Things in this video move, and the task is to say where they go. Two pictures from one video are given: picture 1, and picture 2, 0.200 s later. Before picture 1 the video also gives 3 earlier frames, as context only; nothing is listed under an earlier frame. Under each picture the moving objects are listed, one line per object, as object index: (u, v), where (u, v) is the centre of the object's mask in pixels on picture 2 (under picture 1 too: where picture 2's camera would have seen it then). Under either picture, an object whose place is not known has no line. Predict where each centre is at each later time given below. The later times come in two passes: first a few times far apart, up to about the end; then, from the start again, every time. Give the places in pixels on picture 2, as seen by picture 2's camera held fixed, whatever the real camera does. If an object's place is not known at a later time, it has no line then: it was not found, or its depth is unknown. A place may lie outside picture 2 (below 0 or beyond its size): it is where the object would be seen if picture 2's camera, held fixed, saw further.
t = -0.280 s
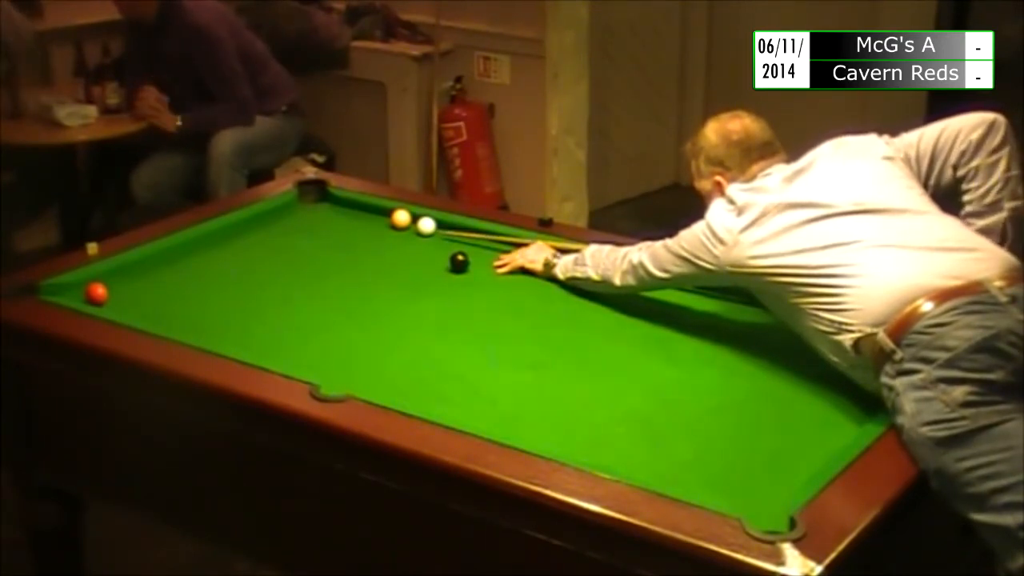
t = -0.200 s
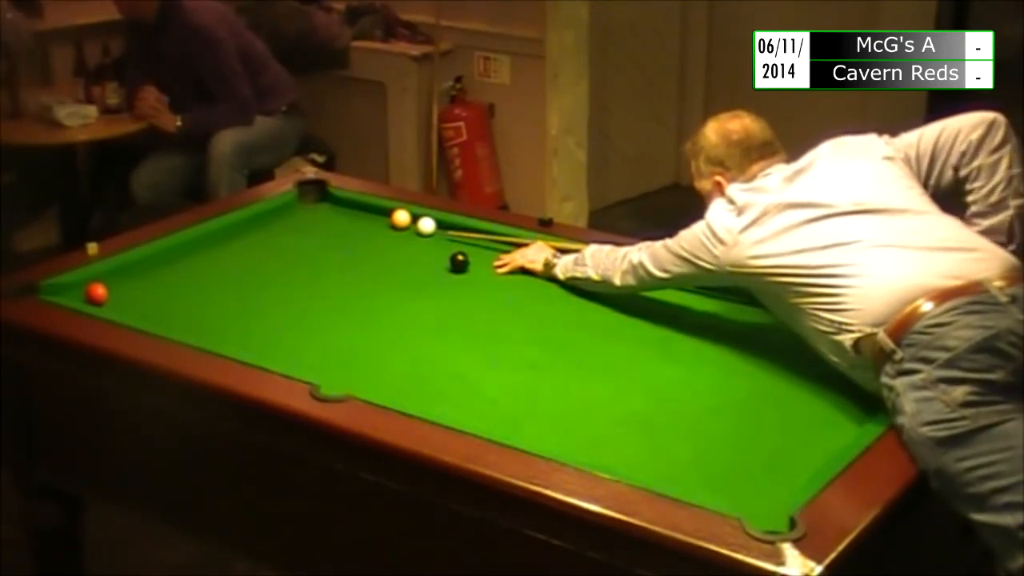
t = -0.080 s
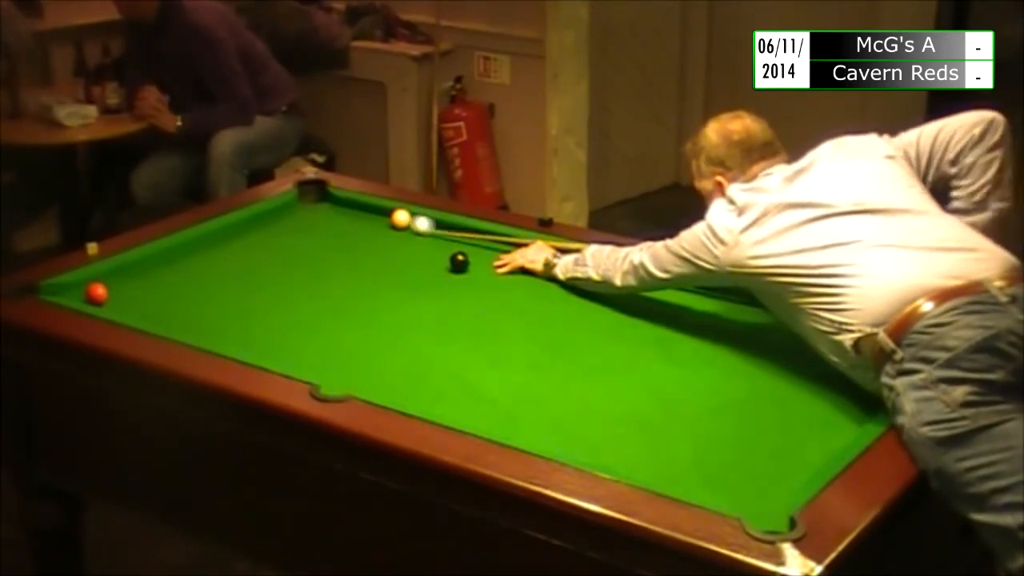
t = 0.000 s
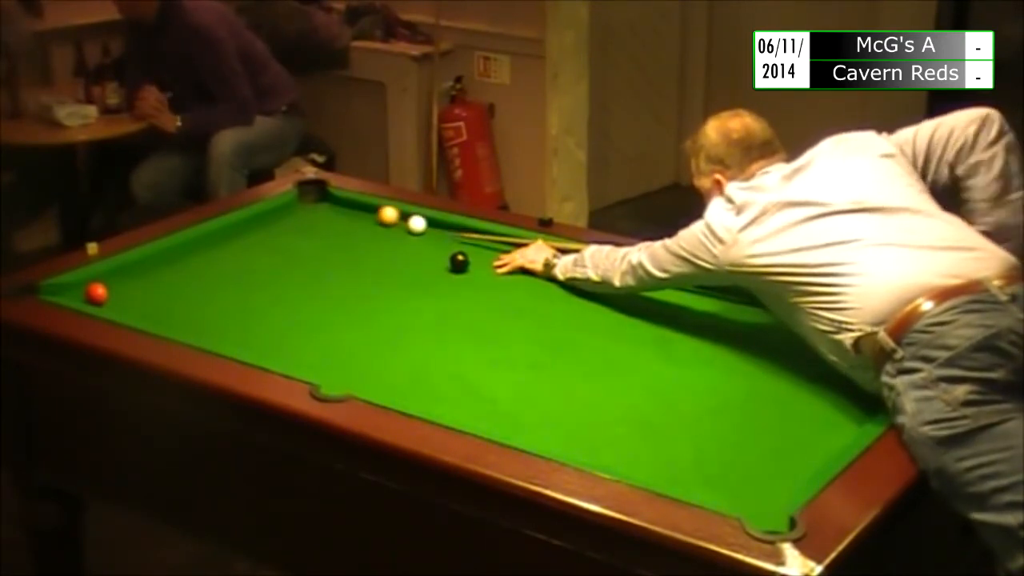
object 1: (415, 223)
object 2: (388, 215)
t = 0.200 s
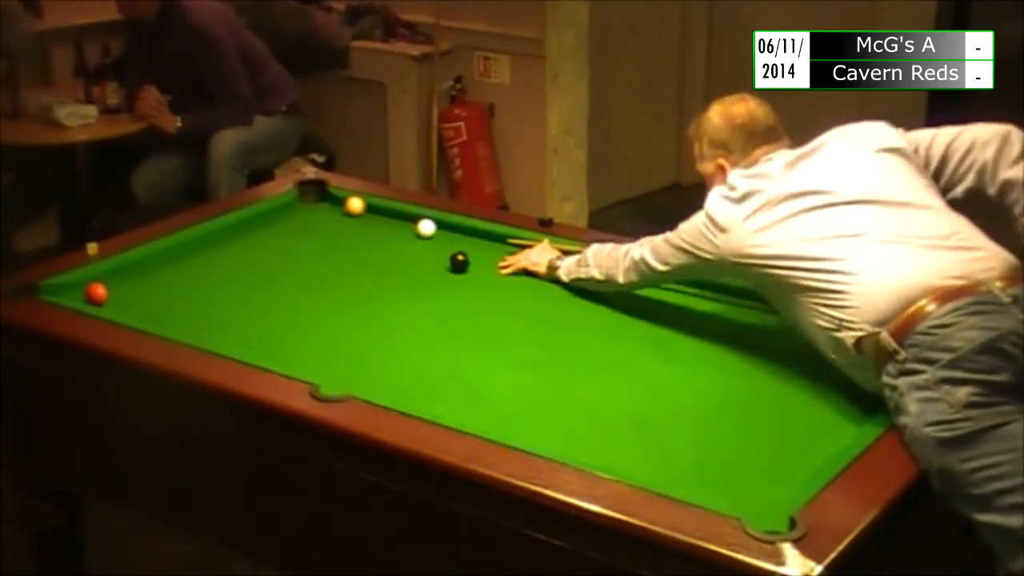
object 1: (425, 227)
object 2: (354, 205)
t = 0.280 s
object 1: (428, 228)
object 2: (341, 203)
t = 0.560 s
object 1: (438, 233)
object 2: (311, 194)
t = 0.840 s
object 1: (447, 236)
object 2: (311, 194)
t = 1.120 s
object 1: (453, 239)
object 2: (306, 195)
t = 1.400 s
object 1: (456, 240)
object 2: (308, 196)
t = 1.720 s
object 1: (455, 240)
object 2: (308, 196)
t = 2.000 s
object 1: (455, 240)
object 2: (308, 196)
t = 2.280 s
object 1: (455, 239)
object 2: (308, 196)
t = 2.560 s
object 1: (455, 239)
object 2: (308, 196)
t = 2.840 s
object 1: (455, 239)
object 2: (308, 196)
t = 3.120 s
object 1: (455, 239)
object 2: (308, 196)
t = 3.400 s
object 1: (455, 239)
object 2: (307, 196)
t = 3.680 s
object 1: (455, 239)
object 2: (308, 196)
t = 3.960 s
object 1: (455, 239)
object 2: (307, 196)
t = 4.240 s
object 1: (455, 239)
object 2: (307, 196)
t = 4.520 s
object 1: (455, 239)
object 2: (307, 196)
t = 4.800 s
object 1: (455, 239)
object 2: (307, 196)
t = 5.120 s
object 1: (455, 239)
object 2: (307, 196)
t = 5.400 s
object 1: (455, 239)
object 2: (307, 196)
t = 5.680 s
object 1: (455, 239)
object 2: (307, 196)
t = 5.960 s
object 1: (455, 239)
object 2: (307, 196)
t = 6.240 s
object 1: (455, 239)
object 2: (307, 196)
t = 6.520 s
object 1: (455, 239)
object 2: (307, 196)
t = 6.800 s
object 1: (455, 239)
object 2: (307, 196)
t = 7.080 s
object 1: (455, 239)
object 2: (307, 196)
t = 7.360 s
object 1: (455, 239)
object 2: (307, 196)
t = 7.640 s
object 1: (455, 239)
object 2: (307, 196)
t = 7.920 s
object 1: (455, 239)
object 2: (307, 196)
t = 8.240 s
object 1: (455, 239)
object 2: (307, 196)
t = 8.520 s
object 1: (455, 239)
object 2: (307, 196)
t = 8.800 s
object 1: (455, 239)
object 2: (307, 196)
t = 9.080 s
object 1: (455, 239)
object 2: (307, 196)
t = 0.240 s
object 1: (427, 228)
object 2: (348, 204)
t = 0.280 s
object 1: (428, 228)
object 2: (341, 203)
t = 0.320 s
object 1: (430, 229)
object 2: (334, 201)
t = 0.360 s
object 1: (432, 230)
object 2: (328, 200)
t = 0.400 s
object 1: (434, 231)
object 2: (321, 199)
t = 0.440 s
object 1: (435, 231)
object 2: (314, 197)
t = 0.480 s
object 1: (436, 232)
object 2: (308, 196)
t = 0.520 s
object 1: (437, 232)
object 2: (307, 195)
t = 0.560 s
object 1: (438, 233)
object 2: (311, 194)
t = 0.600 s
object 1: (440, 234)
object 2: (316, 194)
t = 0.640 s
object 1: (441, 234)
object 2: (319, 193)
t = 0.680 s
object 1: (443, 235)
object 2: (317, 193)
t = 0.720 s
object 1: (444, 235)
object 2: (316, 193)
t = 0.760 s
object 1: (445, 235)
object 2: (314, 194)
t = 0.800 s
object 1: (445, 235)
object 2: (312, 194)
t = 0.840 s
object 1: (447, 236)
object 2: (311, 194)
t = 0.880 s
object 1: (447, 236)
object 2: (310, 194)
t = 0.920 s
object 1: (449, 237)
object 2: (308, 195)
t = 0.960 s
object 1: (449, 237)
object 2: (307, 195)
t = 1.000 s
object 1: (450, 238)
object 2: (306, 195)
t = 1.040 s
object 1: (451, 237)
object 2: (306, 195)
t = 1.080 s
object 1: (452, 238)
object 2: (306, 195)
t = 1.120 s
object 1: (453, 239)
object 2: (306, 195)
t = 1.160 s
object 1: (453, 239)
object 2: (307, 195)
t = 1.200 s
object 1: (454, 239)
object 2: (307, 195)
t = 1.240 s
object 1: (454, 240)
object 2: (307, 196)
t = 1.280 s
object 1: (455, 240)
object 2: (307, 196)
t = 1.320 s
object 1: (455, 240)
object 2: (307, 196)
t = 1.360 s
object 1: (455, 240)
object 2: (308, 196)
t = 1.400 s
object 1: (456, 240)
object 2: (308, 196)
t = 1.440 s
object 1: (456, 241)
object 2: (308, 196)
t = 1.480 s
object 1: (456, 241)
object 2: (308, 196)
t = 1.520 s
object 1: (456, 241)
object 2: (308, 196)
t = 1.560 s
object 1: (456, 241)
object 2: (308, 196)
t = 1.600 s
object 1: (456, 241)
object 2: (308, 196)
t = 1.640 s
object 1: (456, 240)
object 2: (308, 196)
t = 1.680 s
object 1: (455, 240)
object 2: (308, 196)
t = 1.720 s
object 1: (455, 240)
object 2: (308, 196)
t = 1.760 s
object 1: (455, 240)
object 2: (308, 196)
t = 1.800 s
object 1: (455, 240)
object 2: (308, 196)
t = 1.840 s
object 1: (455, 240)
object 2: (308, 196)
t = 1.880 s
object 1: (455, 240)
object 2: (308, 196)
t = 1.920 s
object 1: (455, 240)
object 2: (308, 196)
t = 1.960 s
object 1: (455, 240)
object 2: (308, 196)
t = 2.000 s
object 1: (455, 240)
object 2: (308, 196)
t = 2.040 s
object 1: (455, 240)
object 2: (308, 196)
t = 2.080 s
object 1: (455, 240)
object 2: (308, 196)
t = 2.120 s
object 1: (455, 240)
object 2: (308, 196)
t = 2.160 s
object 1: (455, 239)
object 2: (308, 196)
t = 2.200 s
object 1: (455, 240)
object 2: (308, 196)
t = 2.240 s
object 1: (455, 240)
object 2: (308, 196)
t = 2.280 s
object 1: (455, 239)
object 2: (308, 196)
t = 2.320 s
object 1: (455, 239)
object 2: (308, 196)
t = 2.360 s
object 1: (455, 239)
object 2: (308, 196)
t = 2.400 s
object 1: (455, 239)
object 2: (308, 196)
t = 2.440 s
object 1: (455, 239)
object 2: (308, 196)
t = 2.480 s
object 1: (455, 239)
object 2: (308, 196)
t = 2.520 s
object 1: (455, 239)
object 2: (308, 196)
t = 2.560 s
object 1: (455, 239)
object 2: (308, 196)
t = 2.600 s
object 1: (455, 239)
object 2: (308, 196)
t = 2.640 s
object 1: (455, 239)
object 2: (308, 196)
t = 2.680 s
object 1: (455, 239)
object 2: (308, 196)
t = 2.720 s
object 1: (455, 239)
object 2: (308, 196)
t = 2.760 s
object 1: (455, 239)
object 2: (308, 196)
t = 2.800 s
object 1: (455, 239)
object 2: (308, 196)
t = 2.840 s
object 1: (455, 239)
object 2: (308, 196)
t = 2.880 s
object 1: (455, 239)
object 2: (308, 196)
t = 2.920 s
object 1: (455, 239)
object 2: (308, 196)
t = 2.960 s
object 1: (455, 239)
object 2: (308, 196)
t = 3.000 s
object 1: (455, 239)
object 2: (308, 196)
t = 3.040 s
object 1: (455, 239)
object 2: (308, 196)
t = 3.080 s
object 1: (455, 239)
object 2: (308, 196)
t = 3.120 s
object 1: (455, 239)
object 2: (308, 196)
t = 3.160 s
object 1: (455, 239)
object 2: (307, 196)
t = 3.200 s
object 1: (455, 239)
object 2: (307, 196)
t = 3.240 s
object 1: (455, 239)
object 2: (307, 196)
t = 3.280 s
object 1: (455, 239)
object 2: (307, 196)
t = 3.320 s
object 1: (455, 239)
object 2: (307, 196)
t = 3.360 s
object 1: (455, 239)
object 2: (307, 196)
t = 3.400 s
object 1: (455, 239)
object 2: (307, 196)
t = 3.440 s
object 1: (455, 239)
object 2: (307, 196)
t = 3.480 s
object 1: (455, 239)
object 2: (308, 196)
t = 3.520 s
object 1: (455, 239)
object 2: (307, 196)
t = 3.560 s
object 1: (455, 239)
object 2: (308, 196)
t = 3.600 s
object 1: (455, 239)
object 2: (308, 196)
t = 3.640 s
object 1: (455, 239)
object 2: (308, 196)
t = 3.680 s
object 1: (455, 239)
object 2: (308, 196)
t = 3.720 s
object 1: (455, 239)
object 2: (308, 196)
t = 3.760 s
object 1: (455, 239)
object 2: (308, 196)
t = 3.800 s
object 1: (455, 239)
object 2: (307, 196)
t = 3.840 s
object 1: (455, 239)
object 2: (307, 196)
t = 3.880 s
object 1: (455, 239)
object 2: (307, 196)
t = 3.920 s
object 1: (455, 239)
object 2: (307, 196)
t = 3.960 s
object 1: (455, 239)
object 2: (307, 196)
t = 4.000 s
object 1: (455, 239)
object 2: (307, 196)
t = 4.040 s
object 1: (455, 239)
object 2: (307, 196)
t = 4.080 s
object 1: (455, 239)
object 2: (307, 196)
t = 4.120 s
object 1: (455, 239)
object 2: (307, 196)
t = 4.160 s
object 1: (455, 239)
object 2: (307, 196)
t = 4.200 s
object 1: (455, 239)
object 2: (307, 196)
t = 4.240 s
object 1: (455, 239)
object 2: (307, 196)
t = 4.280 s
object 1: (455, 239)
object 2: (307, 196)
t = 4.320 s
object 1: (455, 239)
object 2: (307, 196)
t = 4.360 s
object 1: (455, 239)
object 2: (307, 196)
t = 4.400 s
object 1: (455, 239)
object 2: (307, 196)
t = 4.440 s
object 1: (455, 239)
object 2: (307, 196)
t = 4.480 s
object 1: (455, 239)
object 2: (307, 196)
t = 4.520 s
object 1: (455, 239)
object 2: (307, 196)
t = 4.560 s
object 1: (455, 239)
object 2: (307, 196)
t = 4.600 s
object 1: (455, 239)
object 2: (307, 196)
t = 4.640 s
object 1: (455, 239)
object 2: (307, 196)
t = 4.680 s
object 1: (455, 239)
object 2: (307, 196)
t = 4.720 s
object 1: (455, 239)
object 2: (307, 196)
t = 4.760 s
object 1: (455, 239)
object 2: (307, 196)
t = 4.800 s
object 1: (455, 239)
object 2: (307, 196)
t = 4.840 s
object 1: (455, 239)
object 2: (307, 196)
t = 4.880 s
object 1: (455, 239)
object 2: (307, 196)
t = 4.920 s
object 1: (455, 239)
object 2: (307, 196)
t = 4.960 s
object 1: (455, 239)
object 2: (307, 196)
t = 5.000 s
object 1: (455, 239)
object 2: (307, 196)
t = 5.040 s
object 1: (455, 239)
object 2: (307, 196)
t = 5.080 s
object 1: (455, 239)
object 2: (307, 196)
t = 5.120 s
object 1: (455, 239)
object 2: (307, 196)
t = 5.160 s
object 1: (455, 239)
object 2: (307, 196)
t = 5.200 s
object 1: (455, 239)
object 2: (307, 196)
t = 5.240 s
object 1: (455, 239)
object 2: (307, 196)
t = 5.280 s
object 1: (455, 239)
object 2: (307, 196)
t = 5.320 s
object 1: (455, 239)
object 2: (307, 196)
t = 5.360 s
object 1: (455, 239)
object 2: (307, 196)
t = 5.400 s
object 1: (455, 239)
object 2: (307, 196)
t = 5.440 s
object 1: (455, 239)
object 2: (307, 196)
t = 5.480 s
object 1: (455, 239)
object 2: (307, 196)
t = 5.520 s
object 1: (455, 239)
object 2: (307, 196)
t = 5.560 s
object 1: (455, 239)
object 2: (307, 196)
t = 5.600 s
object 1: (455, 239)
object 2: (307, 196)
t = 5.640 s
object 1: (455, 239)
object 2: (307, 196)
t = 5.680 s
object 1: (455, 239)
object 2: (307, 196)
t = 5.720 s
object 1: (455, 239)
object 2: (307, 196)
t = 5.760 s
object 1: (455, 239)
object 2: (307, 196)
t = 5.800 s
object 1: (455, 239)
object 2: (307, 196)
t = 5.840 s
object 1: (455, 239)
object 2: (307, 196)
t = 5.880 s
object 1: (455, 239)
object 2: (307, 196)
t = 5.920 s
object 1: (455, 239)
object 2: (307, 196)
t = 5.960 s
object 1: (455, 239)
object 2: (307, 196)
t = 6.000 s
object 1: (455, 239)
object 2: (307, 196)
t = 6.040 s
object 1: (455, 239)
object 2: (307, 196)
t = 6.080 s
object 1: (455, 239)
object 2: (307, 196)
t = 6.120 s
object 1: (455, 239)
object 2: (307, 196)
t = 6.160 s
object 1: (455, 239)
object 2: (307, 196)
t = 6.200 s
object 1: (455, 239)
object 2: (307, 196)
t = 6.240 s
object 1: (455, 239)
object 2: (307, 196)
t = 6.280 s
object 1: (455, 239)
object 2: (308, 196)
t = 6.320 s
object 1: (455, 239)
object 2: (307, 196)
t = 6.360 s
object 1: (455, 239)
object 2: (307, 196)
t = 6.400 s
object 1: (455, 239)
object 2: (307, 196)
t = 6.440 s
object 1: (455, 239)
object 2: (307, 196)
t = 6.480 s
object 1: (455, 239)
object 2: (307, 196)
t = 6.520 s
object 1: (455, 239)
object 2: (307, 196)
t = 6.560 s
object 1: (455, 239)
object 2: (307, 196)
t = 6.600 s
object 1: (455, 239)
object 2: (307, 196)
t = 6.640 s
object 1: (455, 239)
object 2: (307, 196)
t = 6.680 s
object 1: (455, 239)
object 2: (307, 196)
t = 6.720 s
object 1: (455, 239)
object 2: (307, 196)
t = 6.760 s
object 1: (455, 239)
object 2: (307, 196)
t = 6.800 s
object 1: (455, 239)
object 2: (307, 196)
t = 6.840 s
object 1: (455, 239)
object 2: (307, 196)
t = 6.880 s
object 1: (455, 239)
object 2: (307, 196)
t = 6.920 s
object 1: (455, 239)
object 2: (307, 196)
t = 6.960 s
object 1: (455, 239)
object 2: (307, 196)
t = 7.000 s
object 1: (455, 239)
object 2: (307, 196)
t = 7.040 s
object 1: (455, 239)
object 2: (307, 196)
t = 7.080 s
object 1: (455, 239)
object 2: (307, 196)
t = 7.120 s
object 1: (455, 239)
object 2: (307, 196)
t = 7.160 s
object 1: (455, 239)
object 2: (307, 196)
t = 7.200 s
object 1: (455, 239)
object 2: (307, 196)
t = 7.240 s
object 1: (455, 239)
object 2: (307, 196)
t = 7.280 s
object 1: (455, 239)
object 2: (307, 196)
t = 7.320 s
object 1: (455, 239)
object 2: (307, 196)
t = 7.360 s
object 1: (455, 239)
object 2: (307, 196)
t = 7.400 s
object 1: (455, 239)
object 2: (307, 196)
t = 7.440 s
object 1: (455, 239)
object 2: (307, 196)
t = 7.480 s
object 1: (455, 239)
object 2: (307, 196)
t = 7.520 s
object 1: (455, 239)
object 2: (307, 196)
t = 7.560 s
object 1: (455, 239)
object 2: (307, 196)
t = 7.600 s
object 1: (455, 239)
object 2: (307, 196)
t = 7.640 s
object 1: (455, 239)
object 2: (307, 196)
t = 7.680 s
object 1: (455, 239)
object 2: (307, 196)
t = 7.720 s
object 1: (455, 239)
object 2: (307, 196)
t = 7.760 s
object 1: (455, 239)
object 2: (307, 196)
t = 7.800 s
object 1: (455, 239)
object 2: (307, 196)
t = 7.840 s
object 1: (455, 239)
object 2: (307, 196)
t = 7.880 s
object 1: (455, 239)
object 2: (307, 196)
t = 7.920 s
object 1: (455, 239)
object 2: (307, 196)
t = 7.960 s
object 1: (455, 239)
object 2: (307, 196)
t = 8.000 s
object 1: (455, 239)
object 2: (307, 196)
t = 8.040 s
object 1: (455, 239)
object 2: (307, 196)
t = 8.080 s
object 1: (455, 239)
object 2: (307, 196)
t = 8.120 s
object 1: (455, 239)
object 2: (307, 196)
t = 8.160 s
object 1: (455, 239)
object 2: (307, 196)
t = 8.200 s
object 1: (455, 239)
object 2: (307, 196)
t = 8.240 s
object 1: (455, 239)
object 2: (307, 196)
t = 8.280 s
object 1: (455, 239)
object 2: (307, 196)
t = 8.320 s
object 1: (455, 239)
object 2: (307, 196)
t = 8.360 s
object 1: (455, 239)
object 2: (307, 196)
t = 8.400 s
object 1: (455, 239)
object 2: (307, 196)
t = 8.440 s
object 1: (455, 239)
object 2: (307, 196)
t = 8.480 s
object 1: (455, 239)
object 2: (307, 196)
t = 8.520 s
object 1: (455, 239)
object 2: (307, 196)
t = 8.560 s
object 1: (455, 239)
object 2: (307, 196)
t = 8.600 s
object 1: (455, 239)
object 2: (307, 196)
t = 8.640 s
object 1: (455, 239)
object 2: (307, 196)
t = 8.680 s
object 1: (455, 239)
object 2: (307, 196)
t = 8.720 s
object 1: (455, 239)
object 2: (307, 196)
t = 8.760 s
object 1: (455, 239)
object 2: (307, 196)
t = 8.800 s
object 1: (455, 239)
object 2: (307, 196)
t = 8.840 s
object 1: (455, 239)
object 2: (307, 196)
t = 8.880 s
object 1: (455, 239)
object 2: (307, 196)
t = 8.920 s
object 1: (455, 239)
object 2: (307, 196)
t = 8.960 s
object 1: (455, 239)
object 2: (307, 196)
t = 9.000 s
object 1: (455, 239)
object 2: (307, 196)
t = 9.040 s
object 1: (455, 239)
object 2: (307, 196)
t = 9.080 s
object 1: (455, 239)
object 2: (307, 196)
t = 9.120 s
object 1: (455, 239)
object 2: (307, 196)
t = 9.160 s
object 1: (455, 239)
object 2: (307, 196)
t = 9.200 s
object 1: (455, 239)
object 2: (307, 196)
